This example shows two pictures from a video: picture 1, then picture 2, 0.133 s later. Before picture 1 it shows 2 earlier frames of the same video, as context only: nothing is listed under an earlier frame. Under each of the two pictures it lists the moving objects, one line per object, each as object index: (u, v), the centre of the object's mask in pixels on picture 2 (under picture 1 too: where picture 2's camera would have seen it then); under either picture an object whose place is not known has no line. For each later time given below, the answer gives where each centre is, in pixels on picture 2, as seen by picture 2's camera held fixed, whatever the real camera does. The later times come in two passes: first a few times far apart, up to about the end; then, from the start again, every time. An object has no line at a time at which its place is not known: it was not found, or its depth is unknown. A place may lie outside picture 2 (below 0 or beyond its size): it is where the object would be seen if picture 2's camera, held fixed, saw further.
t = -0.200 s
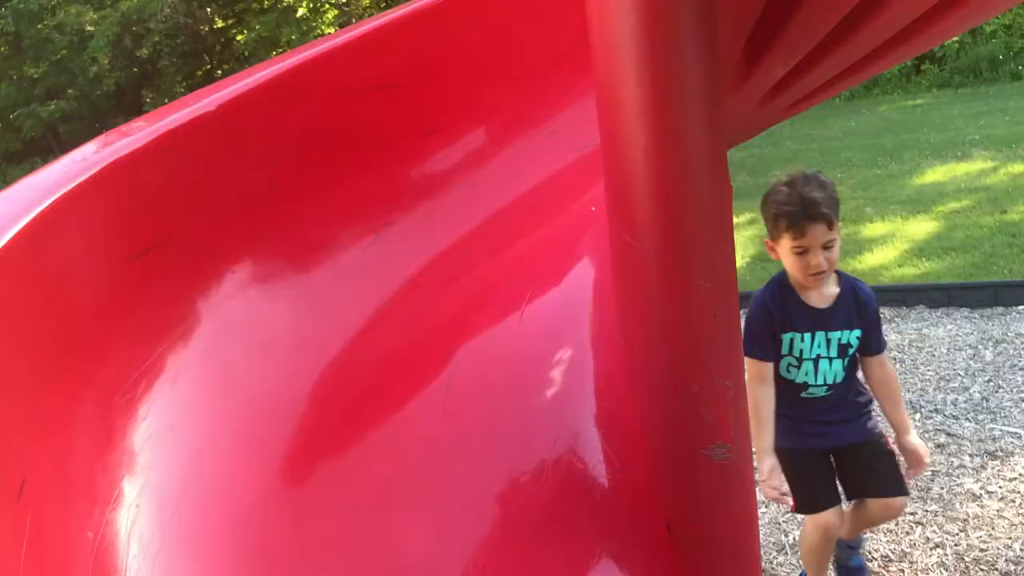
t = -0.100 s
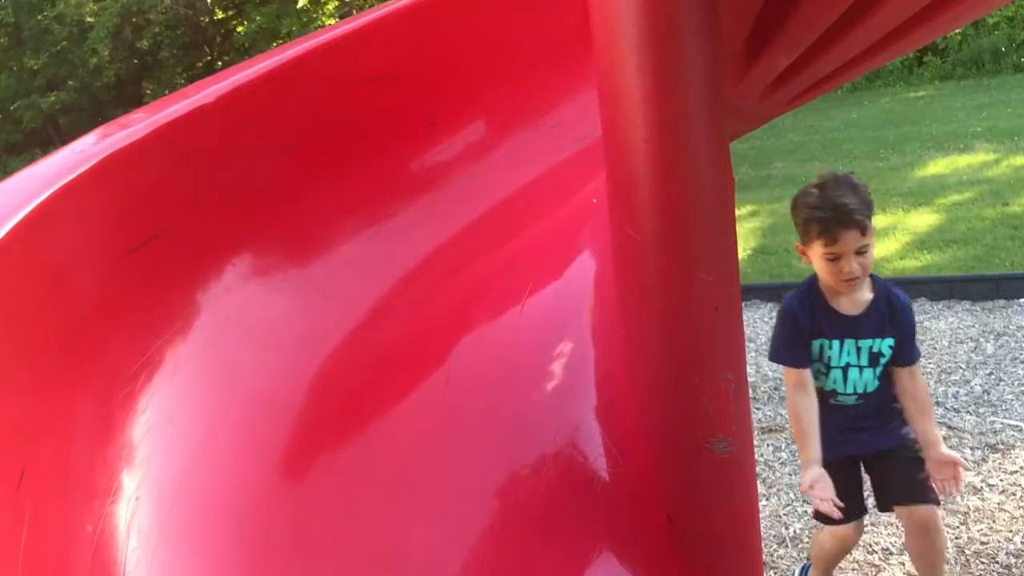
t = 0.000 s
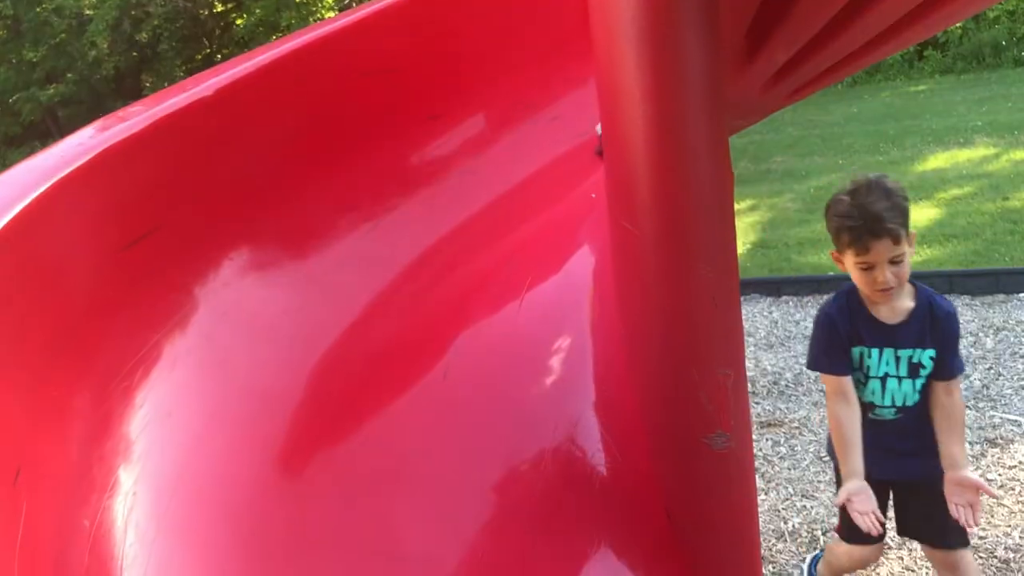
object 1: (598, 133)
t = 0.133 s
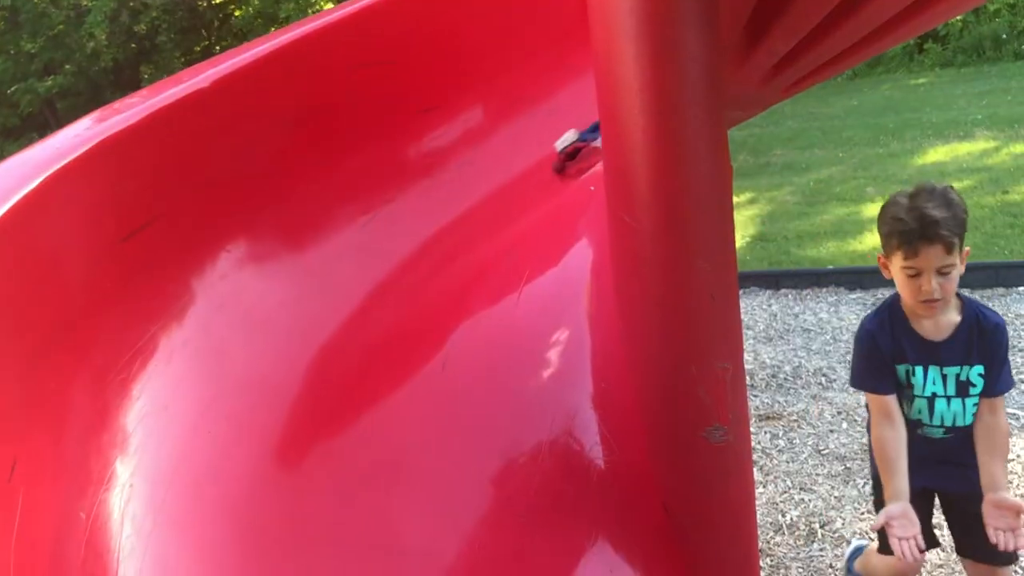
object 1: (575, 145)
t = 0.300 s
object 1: (534, 172)
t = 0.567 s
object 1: (443, 236)
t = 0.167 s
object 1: (570, 149)
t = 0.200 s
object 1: (563, 153)
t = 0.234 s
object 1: (555, 158)
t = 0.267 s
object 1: (545, 164)
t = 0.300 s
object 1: (534, 172)
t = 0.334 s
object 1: (522, 179)
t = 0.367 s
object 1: (511, 187)
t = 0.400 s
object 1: (500, 195)
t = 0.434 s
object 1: (488, 203)
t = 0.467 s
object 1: (477, 211)
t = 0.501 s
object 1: (466, 219)
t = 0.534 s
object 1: (455, 228)
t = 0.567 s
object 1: (443, 236)
